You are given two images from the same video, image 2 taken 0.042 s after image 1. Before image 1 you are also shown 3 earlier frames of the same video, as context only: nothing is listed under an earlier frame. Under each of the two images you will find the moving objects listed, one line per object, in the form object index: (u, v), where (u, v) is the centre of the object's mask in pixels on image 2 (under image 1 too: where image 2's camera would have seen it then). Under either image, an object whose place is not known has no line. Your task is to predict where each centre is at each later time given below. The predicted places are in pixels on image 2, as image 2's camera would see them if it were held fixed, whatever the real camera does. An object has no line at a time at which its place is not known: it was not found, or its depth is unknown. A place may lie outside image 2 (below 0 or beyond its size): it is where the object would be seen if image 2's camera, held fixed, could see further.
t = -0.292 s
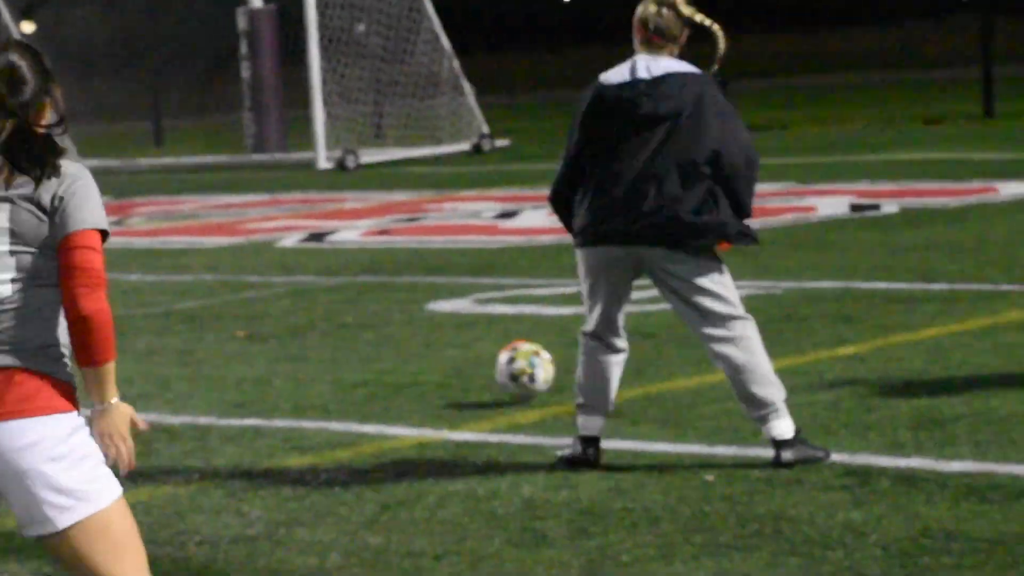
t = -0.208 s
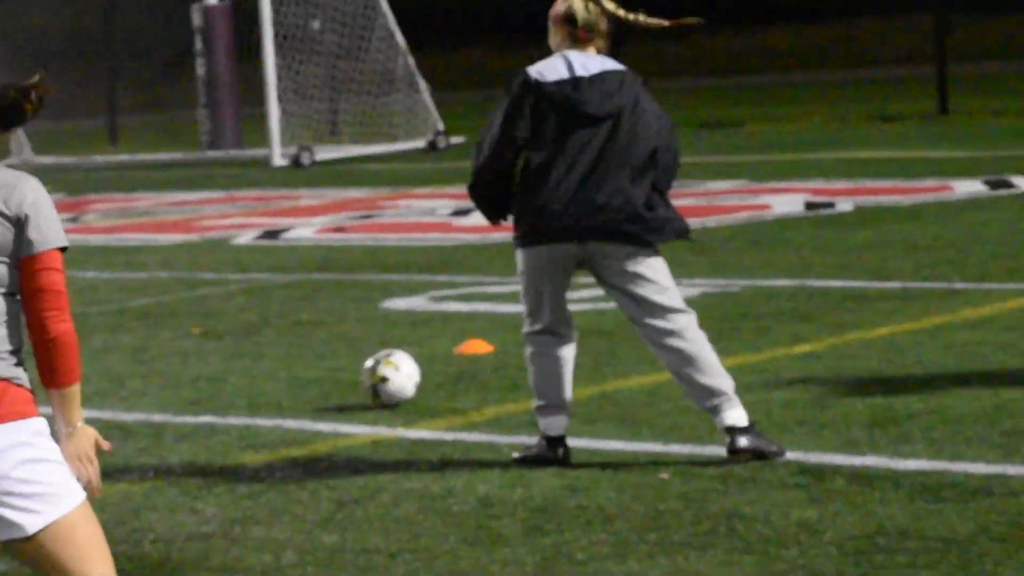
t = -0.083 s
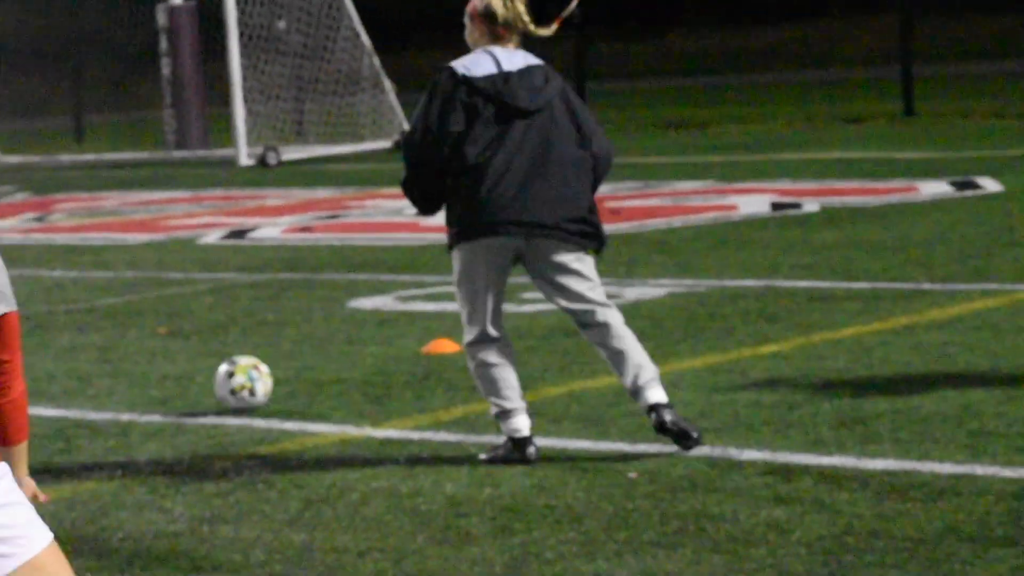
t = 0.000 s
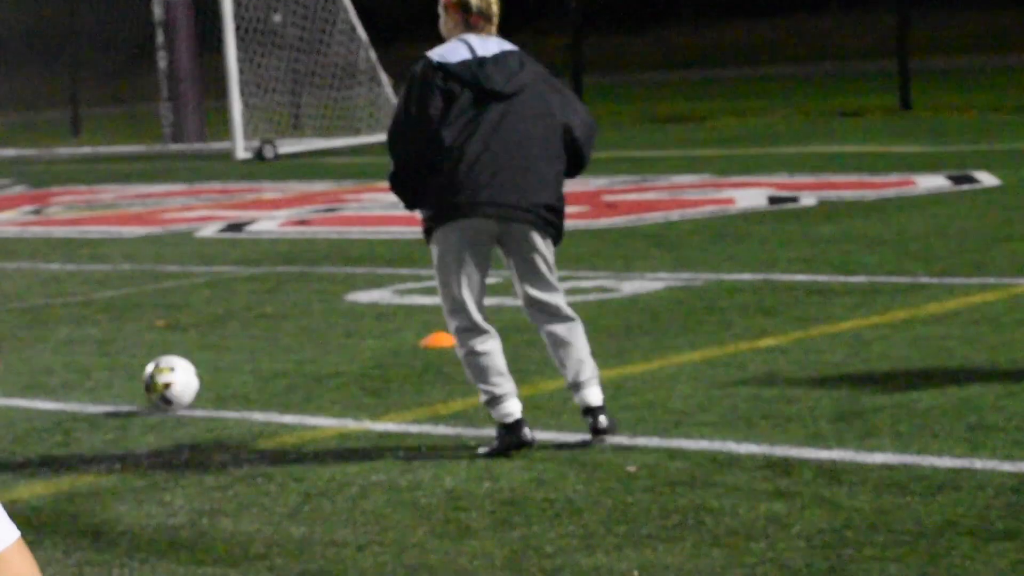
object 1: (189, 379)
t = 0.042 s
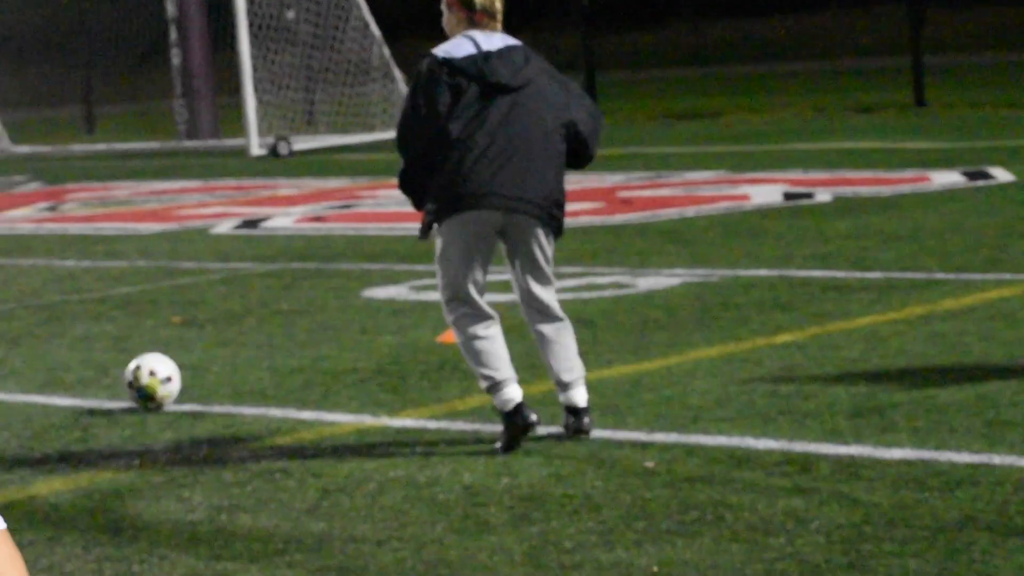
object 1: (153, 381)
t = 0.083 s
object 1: (117, 385)
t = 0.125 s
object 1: (81, 384)
